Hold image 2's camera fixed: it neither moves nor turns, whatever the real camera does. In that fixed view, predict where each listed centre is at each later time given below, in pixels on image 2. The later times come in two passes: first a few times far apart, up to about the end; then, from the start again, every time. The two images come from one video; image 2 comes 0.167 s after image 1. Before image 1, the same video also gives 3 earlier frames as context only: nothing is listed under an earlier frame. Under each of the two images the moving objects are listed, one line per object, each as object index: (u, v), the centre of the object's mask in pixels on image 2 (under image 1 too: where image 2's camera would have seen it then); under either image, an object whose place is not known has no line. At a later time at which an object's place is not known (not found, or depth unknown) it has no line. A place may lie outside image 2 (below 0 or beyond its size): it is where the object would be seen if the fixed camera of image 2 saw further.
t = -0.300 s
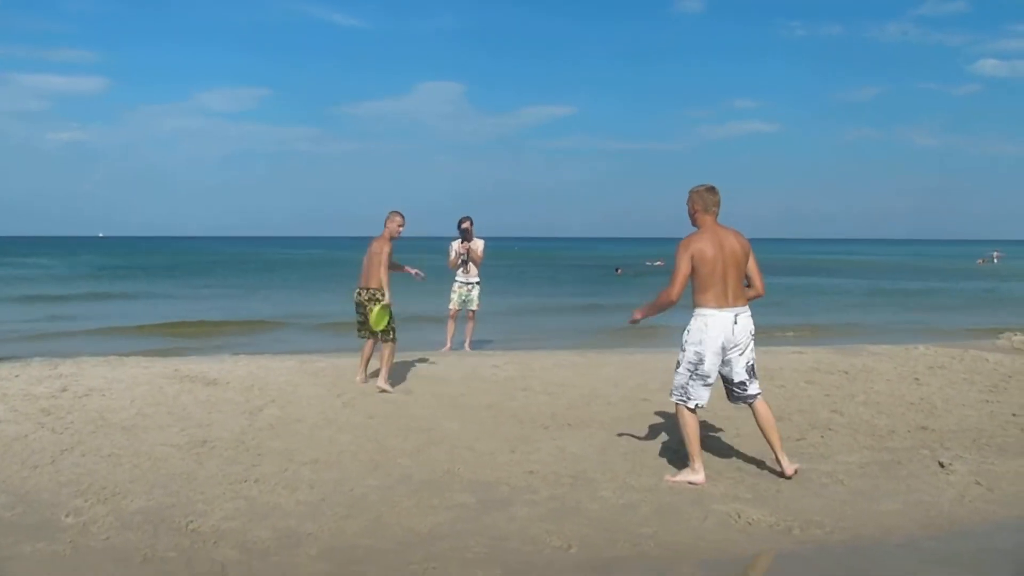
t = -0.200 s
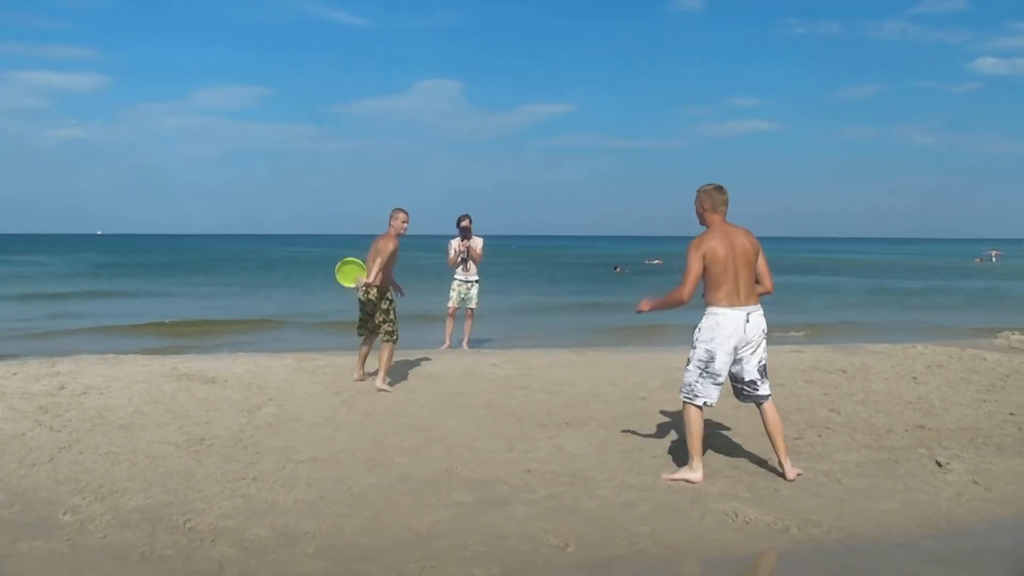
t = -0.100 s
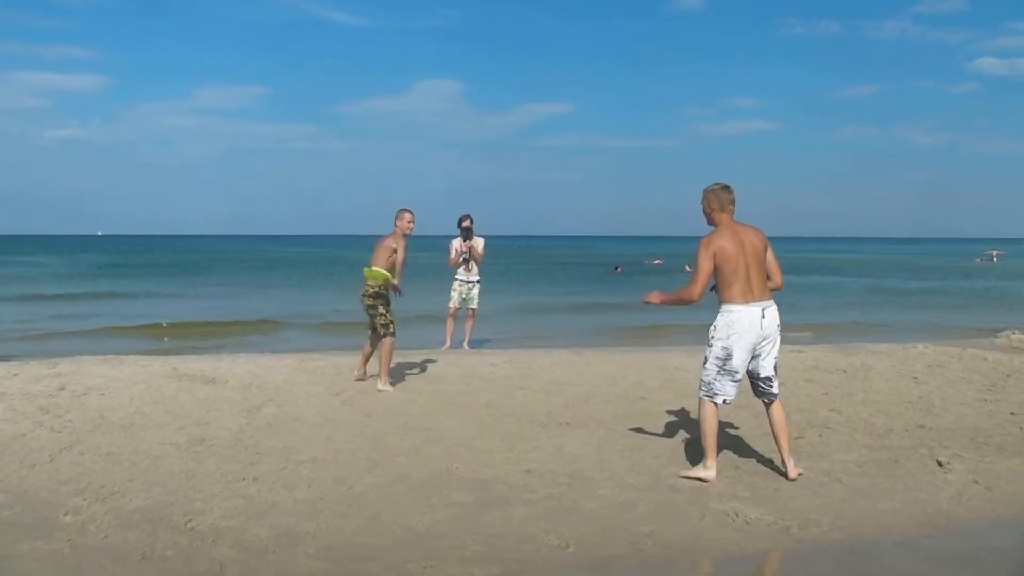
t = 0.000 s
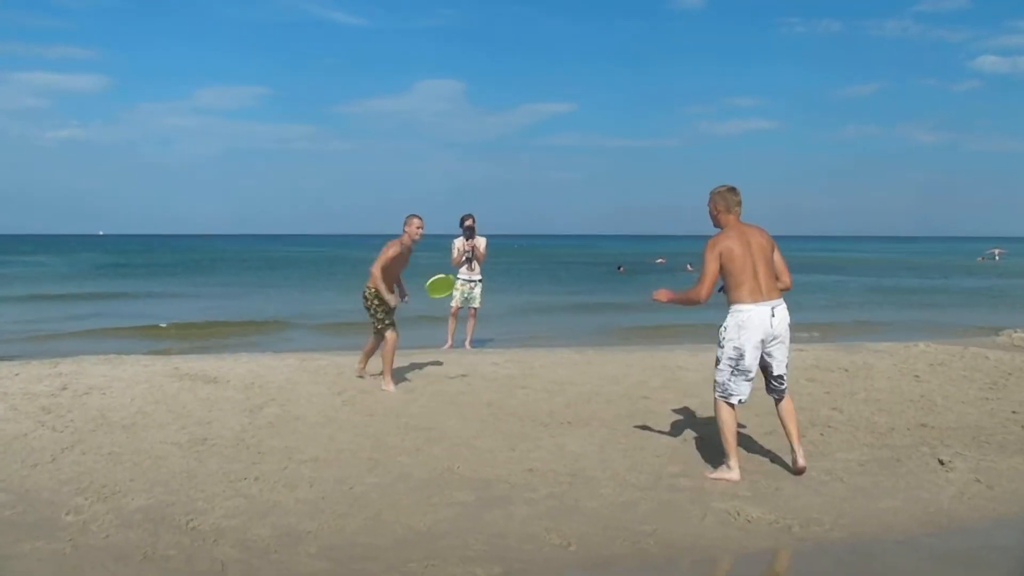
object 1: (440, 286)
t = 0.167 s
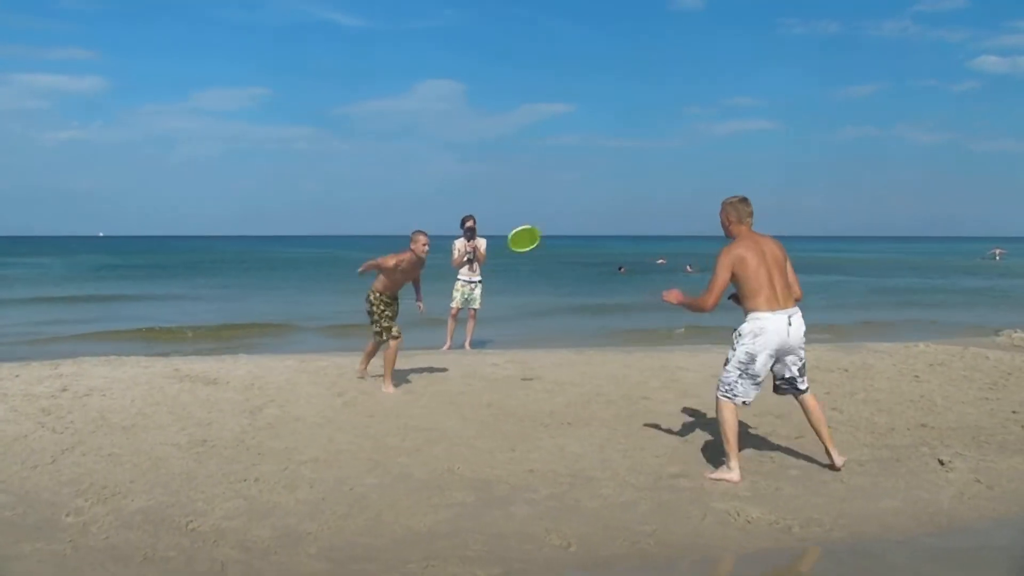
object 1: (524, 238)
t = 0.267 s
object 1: (572, 214)
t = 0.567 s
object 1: (707, 188)
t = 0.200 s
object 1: (540, 229)
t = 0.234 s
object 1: (556, 221)
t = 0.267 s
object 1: (572, 214)
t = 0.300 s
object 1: (588, 207)
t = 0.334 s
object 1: (603, 202)
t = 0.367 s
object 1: (619, 197)
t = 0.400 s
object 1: (634, 193)
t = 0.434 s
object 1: (649, 190)
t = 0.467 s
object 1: (664, 188)
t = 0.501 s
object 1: (679, 187)
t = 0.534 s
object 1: (693, 187)
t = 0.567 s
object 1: (707, 188)
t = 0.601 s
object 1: (720, 189)
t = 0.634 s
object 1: (734, 191)
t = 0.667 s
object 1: (748, 195)
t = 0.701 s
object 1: (760, 199)
